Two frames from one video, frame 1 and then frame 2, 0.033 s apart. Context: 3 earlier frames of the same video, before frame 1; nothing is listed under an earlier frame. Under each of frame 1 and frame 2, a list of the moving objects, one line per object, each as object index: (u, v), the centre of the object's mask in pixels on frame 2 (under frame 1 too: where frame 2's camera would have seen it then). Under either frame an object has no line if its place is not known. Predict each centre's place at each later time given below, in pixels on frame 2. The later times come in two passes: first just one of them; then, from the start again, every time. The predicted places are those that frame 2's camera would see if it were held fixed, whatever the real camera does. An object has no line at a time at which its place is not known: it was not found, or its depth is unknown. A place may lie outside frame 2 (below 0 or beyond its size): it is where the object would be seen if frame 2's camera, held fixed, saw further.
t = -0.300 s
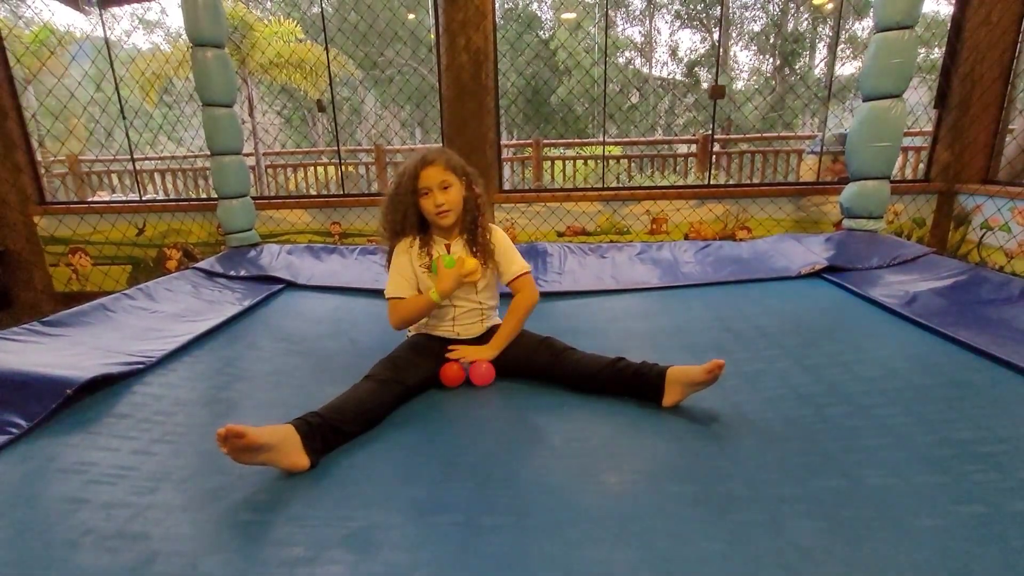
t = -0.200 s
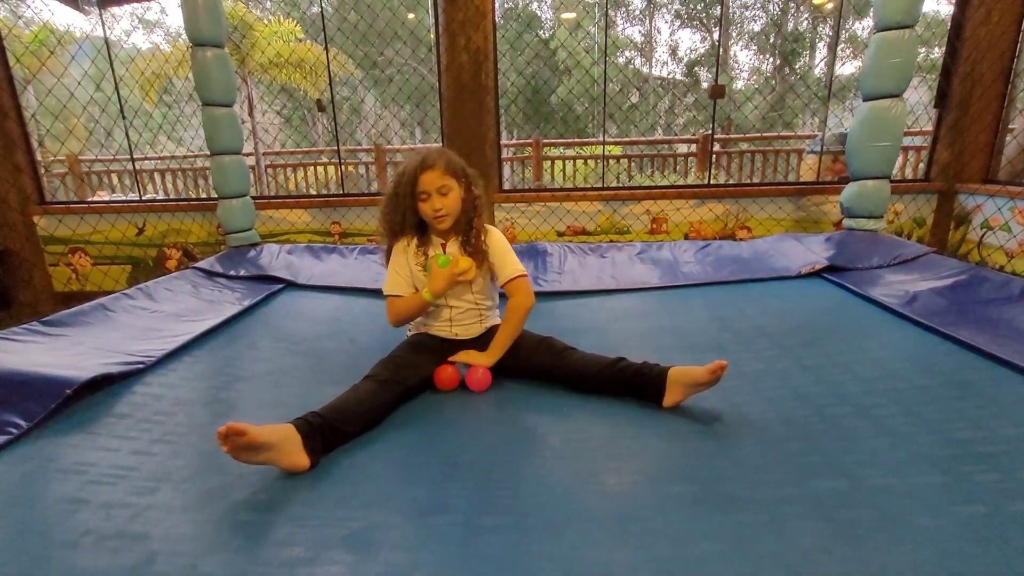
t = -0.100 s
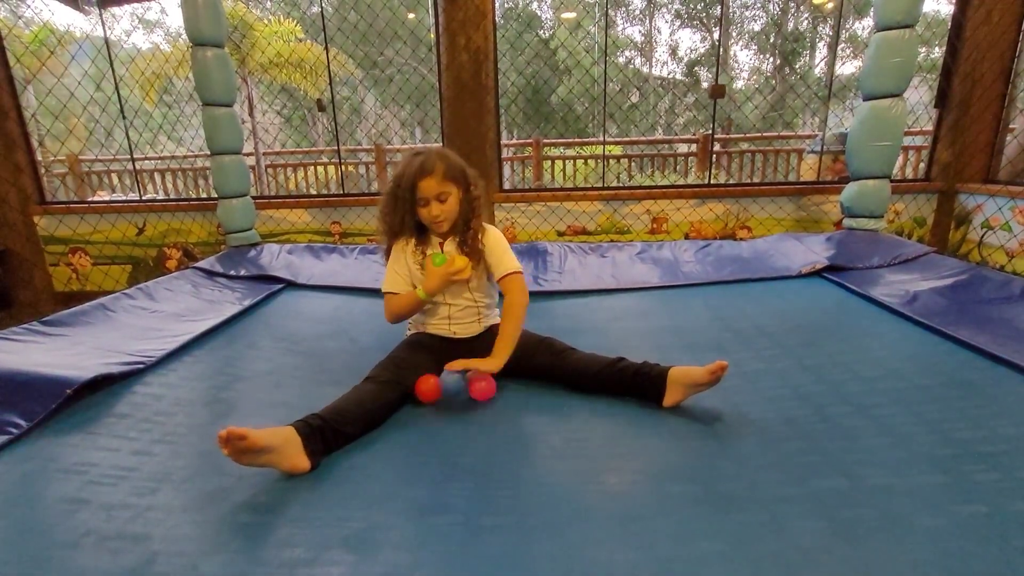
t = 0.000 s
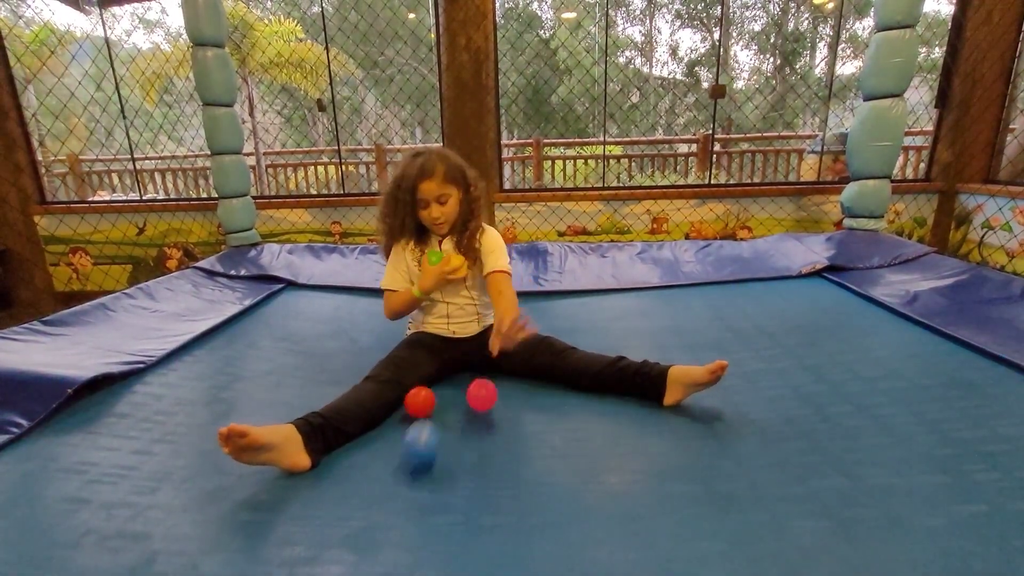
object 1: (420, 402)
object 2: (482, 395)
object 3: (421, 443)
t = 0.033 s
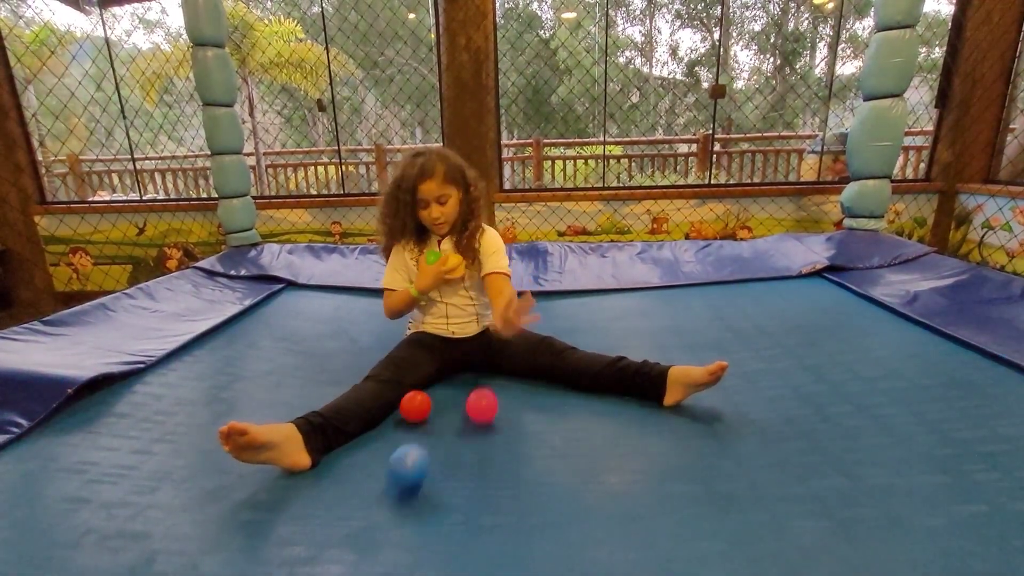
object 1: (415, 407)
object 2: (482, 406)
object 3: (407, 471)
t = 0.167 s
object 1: (399, 426)
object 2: (481, 436)
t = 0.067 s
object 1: (412, 411)
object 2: (482, 414)
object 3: (395, 490)
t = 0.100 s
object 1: (408, 416)
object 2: (483, 421)
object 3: (376, 520)
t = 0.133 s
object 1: (404, 421)
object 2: (482, 429)
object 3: (361, 547)
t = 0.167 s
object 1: (399, 426)
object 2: (481, 436)
